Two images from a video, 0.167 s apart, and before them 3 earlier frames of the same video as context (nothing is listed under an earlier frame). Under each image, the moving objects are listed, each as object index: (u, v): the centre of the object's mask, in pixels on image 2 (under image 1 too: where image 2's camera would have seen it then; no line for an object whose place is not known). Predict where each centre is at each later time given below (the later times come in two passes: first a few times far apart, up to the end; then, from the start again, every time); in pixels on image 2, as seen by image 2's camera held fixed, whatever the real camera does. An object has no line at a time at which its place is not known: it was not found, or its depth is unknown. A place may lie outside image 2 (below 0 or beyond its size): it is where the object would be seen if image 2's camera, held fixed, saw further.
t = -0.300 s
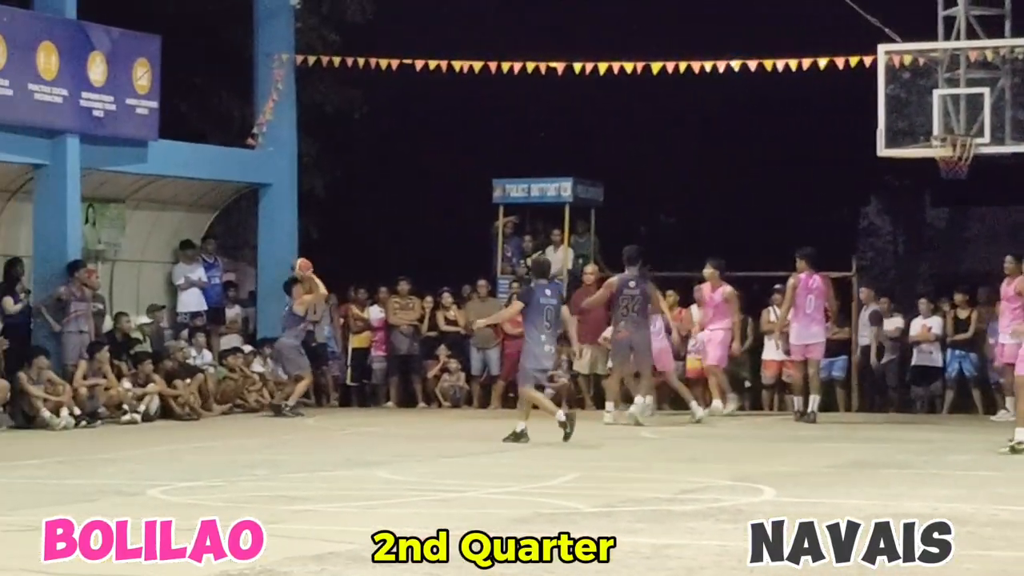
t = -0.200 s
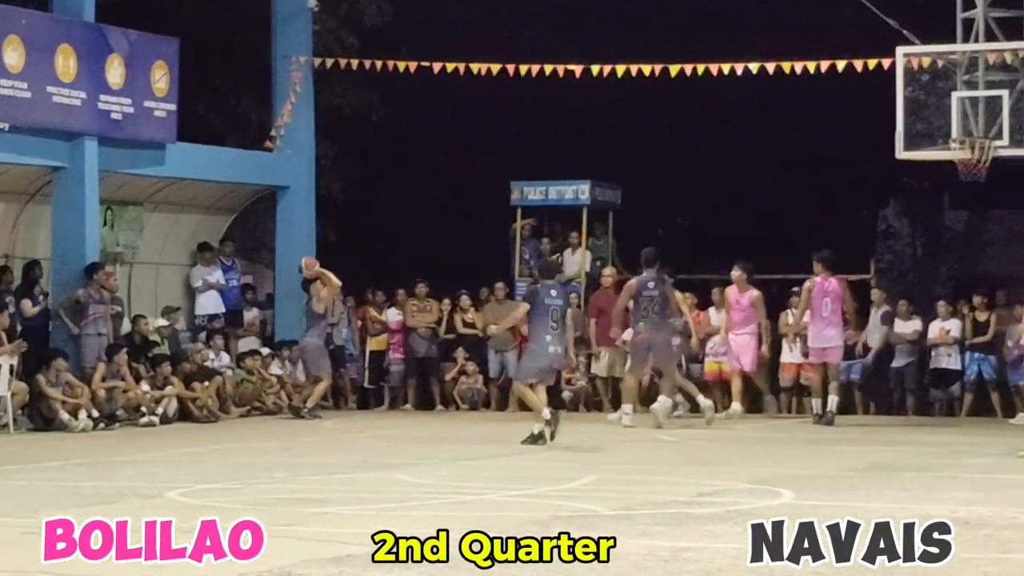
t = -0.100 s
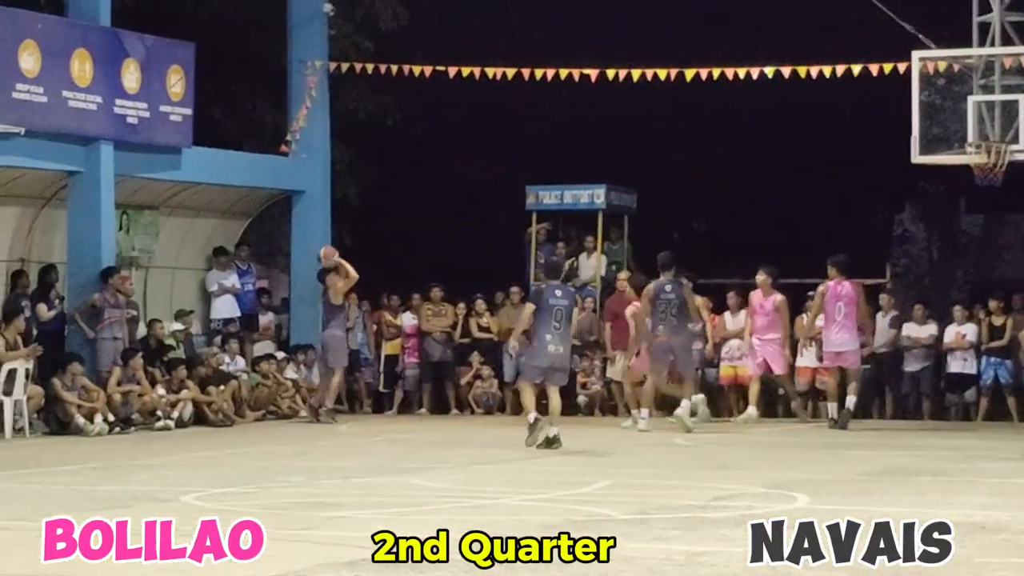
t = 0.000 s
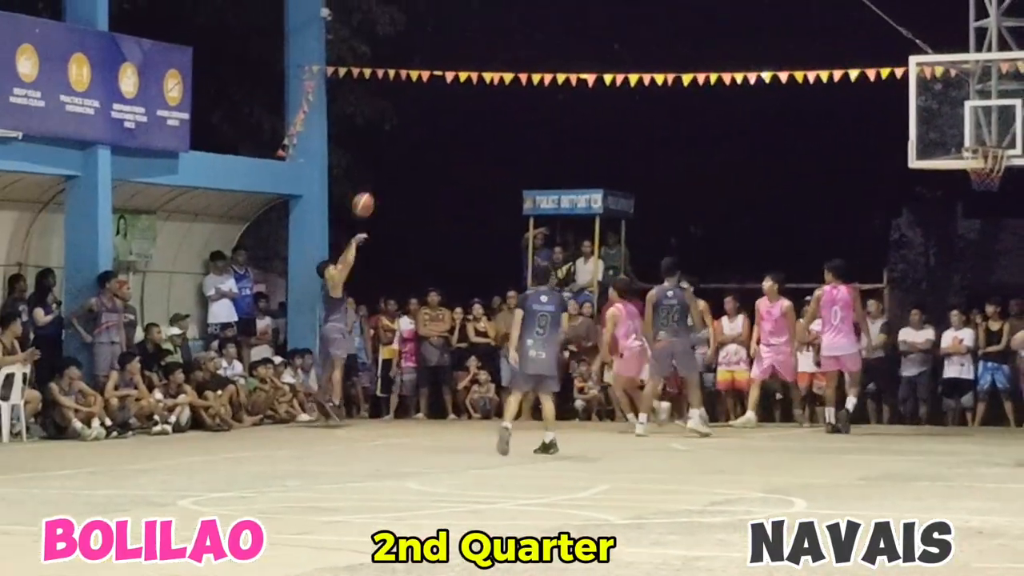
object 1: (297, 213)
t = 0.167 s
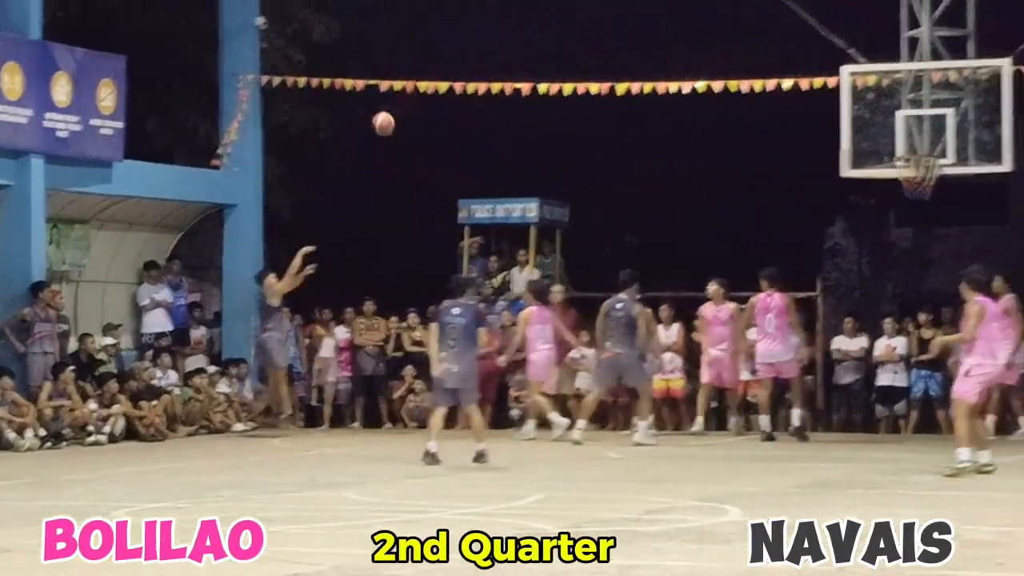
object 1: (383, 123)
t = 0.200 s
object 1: (400, 109)
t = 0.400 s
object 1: (500, 44)
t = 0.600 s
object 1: (595, 15)
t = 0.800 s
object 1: (688, 22)
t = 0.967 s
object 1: (767, 55)
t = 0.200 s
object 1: (400, 109)
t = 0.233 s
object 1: (417, 94)
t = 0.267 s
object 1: (432, 81)
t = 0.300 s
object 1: (450, 70)
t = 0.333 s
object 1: (467, 61)
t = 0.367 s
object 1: (484, 52)
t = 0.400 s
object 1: (500, 44)
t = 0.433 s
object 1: (516, 36)
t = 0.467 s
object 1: (532, 30)
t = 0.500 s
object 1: (548, 25)
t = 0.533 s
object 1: (563, 21)
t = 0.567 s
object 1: (579, 18)
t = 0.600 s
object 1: (595, 15)
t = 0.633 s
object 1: (611, 14)
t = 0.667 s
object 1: (626, 14)
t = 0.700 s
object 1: (642, 14)
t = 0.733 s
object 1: (657, 16)
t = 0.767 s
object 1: (673, 19)
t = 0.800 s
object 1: (688, 22)
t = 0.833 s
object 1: (704, 27)
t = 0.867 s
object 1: (720, 32)
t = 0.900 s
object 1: (736, 39)
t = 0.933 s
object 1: (752, 46)
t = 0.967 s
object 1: (767, 55)
